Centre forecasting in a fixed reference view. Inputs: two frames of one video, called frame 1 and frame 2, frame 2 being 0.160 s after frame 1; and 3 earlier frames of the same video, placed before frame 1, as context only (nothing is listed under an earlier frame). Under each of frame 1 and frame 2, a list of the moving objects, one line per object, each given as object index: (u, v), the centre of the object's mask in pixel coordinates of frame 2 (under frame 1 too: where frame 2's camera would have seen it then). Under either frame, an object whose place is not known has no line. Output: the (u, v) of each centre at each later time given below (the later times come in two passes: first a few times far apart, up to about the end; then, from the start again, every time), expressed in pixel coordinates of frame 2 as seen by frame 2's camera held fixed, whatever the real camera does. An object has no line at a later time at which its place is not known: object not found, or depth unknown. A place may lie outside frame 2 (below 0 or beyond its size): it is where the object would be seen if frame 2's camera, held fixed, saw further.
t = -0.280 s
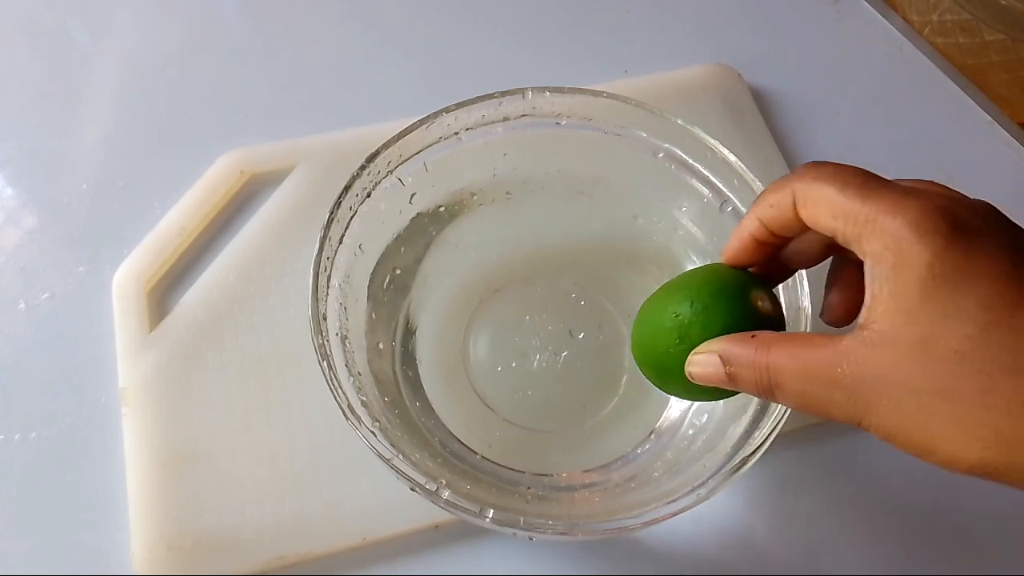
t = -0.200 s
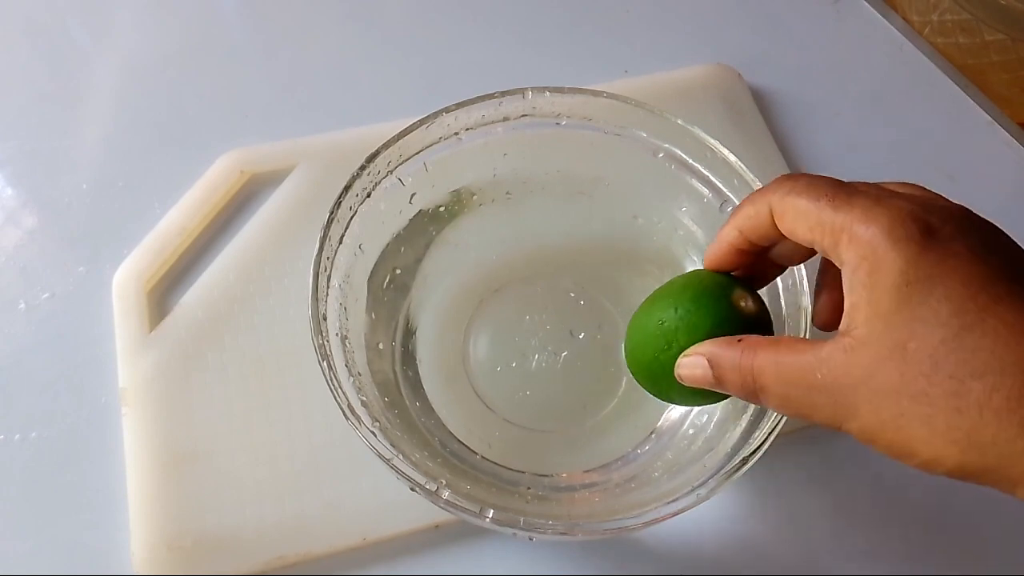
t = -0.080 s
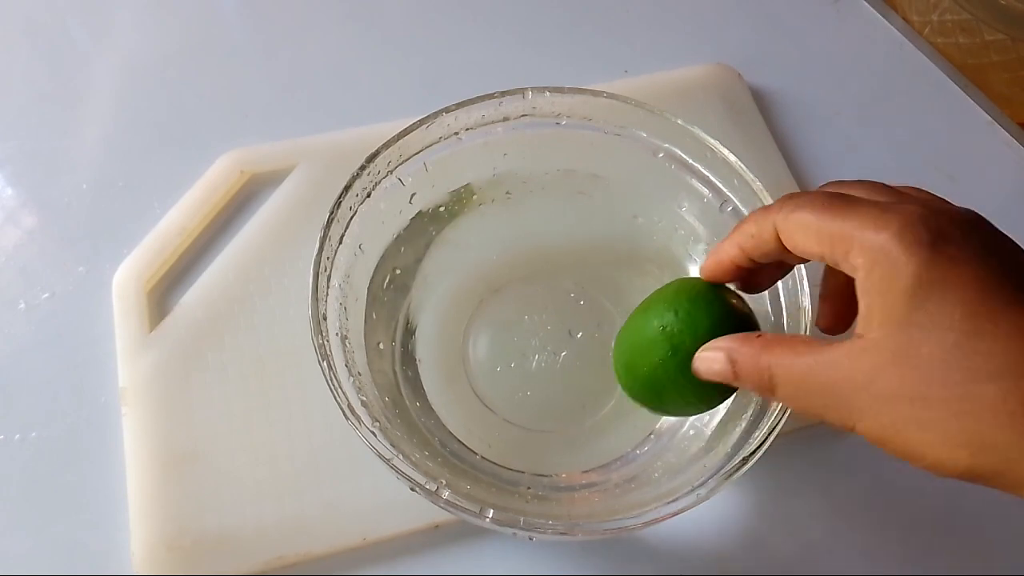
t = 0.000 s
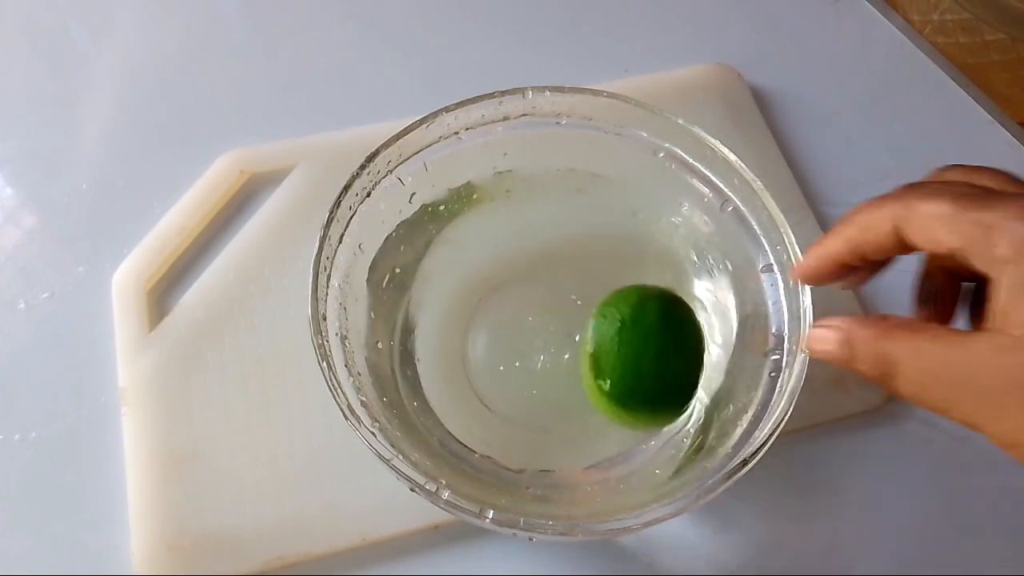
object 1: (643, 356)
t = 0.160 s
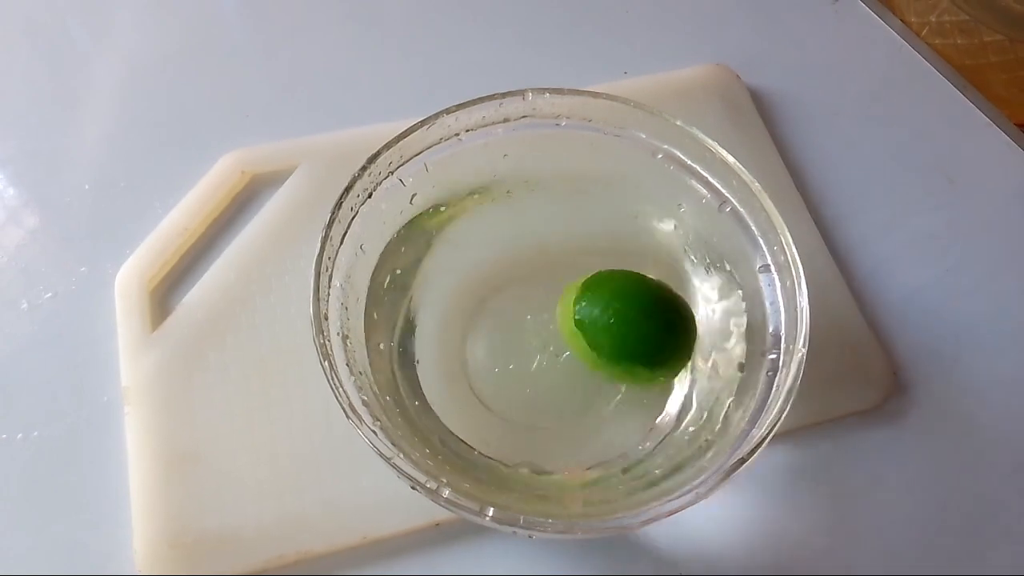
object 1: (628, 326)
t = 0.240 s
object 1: (625, 320)
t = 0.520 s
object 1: (617, 313)
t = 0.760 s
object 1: (617, 302)
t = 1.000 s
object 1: (616, 303)
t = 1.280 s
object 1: (614, 310)
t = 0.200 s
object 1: (626, 324)
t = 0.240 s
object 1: (625, 320)
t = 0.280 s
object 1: (615, 317)
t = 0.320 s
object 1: (611, 314)
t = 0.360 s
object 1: (607, 312)
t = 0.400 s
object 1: (609, 310)
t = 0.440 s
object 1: (612, 309)
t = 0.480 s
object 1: (616, 312)
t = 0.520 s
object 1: (617, 313)
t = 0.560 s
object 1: (617, 312)
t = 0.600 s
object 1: (614, 307)
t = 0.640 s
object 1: (614, 303)
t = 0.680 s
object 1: (615, 301)
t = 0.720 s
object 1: (615, 301)
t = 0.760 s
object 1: (617, 302)
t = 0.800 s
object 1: (619, 304)
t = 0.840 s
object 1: (621, 306)
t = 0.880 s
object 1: (620, 306)
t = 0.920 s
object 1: (618, 305)
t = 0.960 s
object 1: (617, 303)
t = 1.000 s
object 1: (616, 303)
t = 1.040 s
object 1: (617, 305)
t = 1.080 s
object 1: (619, 307)
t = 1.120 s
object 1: (622, 309)
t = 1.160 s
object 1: (621, 312)
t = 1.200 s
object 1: (619, 312)
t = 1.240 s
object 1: (616, 310)
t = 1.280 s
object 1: (614, 310)
